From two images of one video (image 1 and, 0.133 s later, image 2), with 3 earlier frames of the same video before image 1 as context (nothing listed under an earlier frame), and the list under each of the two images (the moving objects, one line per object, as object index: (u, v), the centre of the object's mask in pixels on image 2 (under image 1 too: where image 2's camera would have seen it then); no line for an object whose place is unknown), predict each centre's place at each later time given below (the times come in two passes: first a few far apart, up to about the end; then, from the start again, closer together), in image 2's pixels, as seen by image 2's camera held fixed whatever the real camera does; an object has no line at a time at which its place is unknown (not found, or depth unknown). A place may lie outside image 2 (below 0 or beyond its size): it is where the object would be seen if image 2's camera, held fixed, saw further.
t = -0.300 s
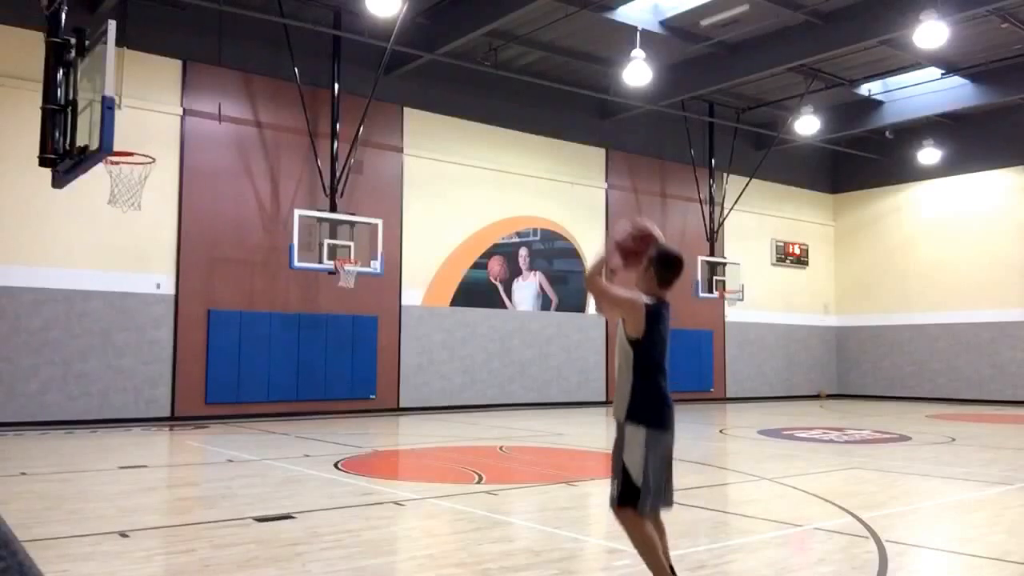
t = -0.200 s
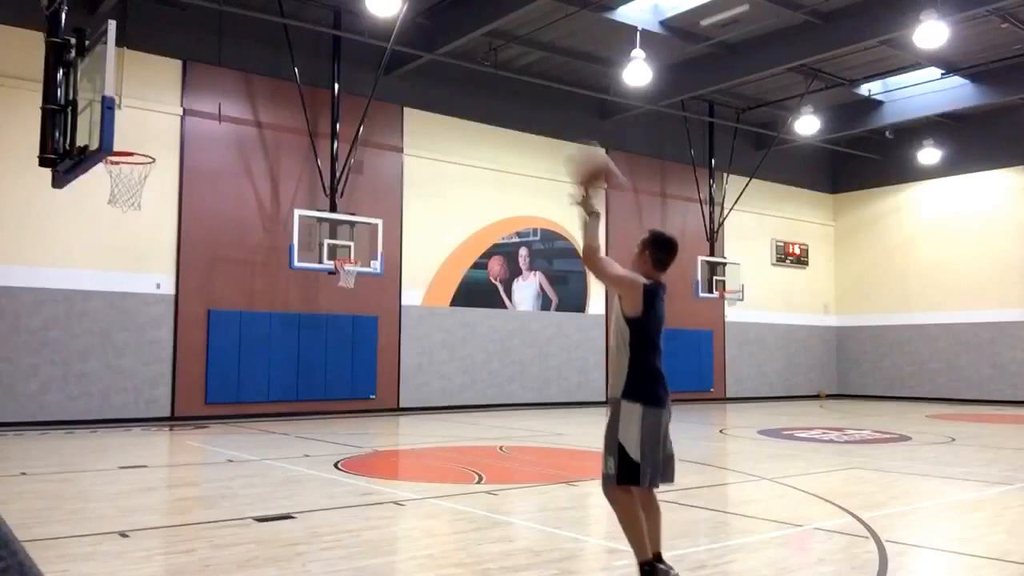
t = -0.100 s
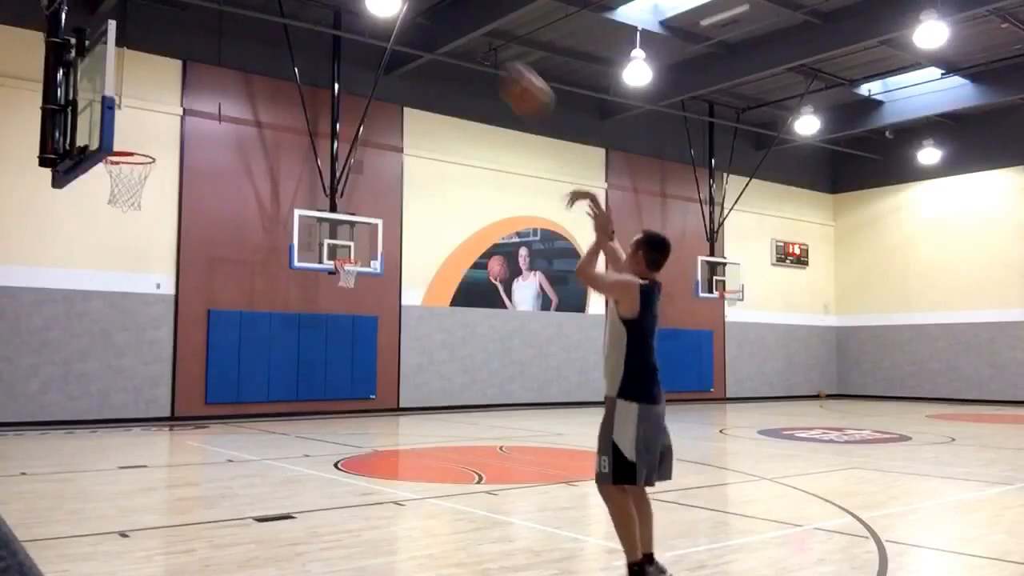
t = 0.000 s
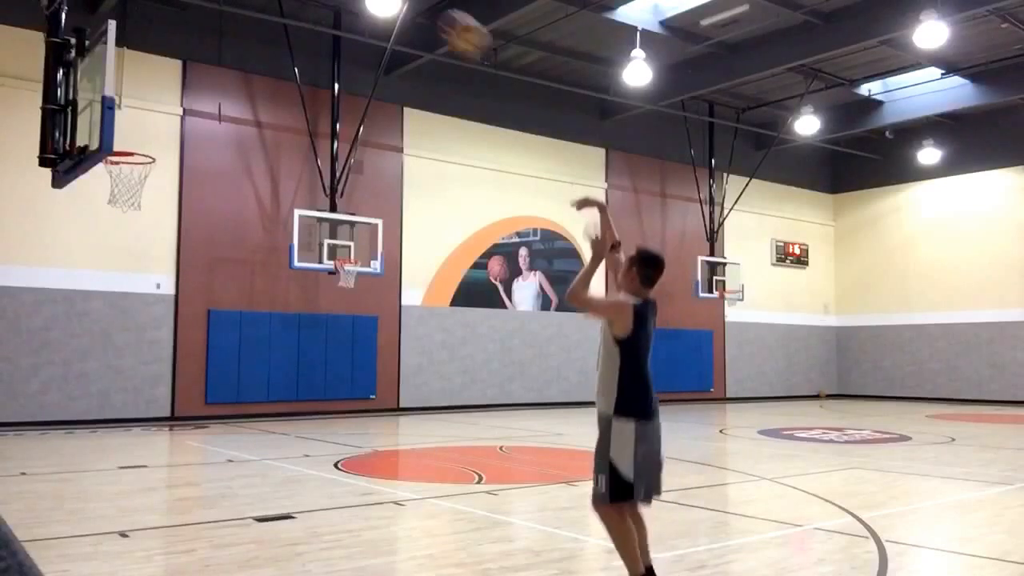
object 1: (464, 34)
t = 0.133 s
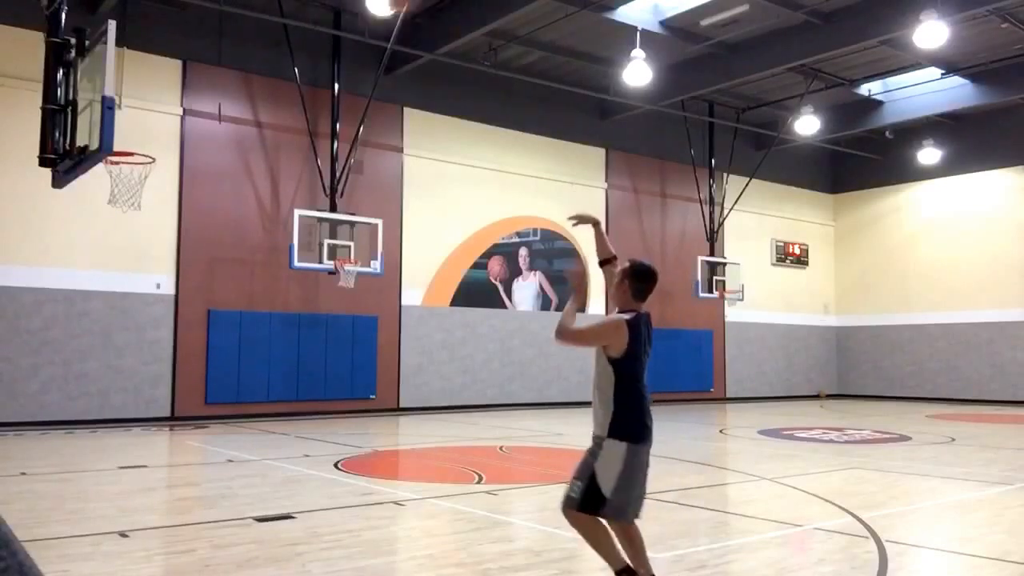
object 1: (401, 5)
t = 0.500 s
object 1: (253, 17)
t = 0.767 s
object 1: (172, 114)
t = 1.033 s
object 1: (149, 130)
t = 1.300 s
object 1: (138, 164)
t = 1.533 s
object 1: (130, 242)
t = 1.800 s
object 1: (117, 381)
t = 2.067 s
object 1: (113, 385)
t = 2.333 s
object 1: (112, 315)
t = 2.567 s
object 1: (110, 301)
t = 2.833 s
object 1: (107, 337)
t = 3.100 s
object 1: (101, 420)
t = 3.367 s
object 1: (99, 384)
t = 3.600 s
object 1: (97, 362)
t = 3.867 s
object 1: (93, 382)
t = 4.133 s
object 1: (89, 419)
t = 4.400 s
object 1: (87, 389)
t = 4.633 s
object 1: (85, 399)
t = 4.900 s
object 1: (82, 411)
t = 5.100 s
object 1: (82, 401)
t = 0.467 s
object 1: (262, 12)
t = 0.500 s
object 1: (253, 17)
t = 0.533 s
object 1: (241, 27)
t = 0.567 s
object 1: (232, 36)
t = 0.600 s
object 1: (221, 47)
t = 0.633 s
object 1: (212, 58)
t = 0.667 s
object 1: (203, 70)
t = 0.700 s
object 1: (192, 83)
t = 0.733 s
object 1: (182, 98)
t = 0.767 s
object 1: (172, 114)
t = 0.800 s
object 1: (163, 130)
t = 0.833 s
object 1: (156, 146)
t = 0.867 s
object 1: (155, 142)
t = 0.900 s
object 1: (153, 138)
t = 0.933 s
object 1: (152, 134)
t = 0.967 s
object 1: (151, 131)
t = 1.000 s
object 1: (150, 130)
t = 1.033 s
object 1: (149, 130)
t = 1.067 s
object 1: (148, 131)
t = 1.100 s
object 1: (147, 132)
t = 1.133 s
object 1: (146, 135)
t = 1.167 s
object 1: (145, 139)
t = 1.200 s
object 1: (144, 142)
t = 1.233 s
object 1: (143, 147)
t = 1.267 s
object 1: (141, 156)
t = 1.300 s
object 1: (138, 164)
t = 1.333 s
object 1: (138, 172)
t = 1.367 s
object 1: (137, 181)
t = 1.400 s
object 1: (135, 192)
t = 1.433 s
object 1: (133, 205)
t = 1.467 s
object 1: (133, 215)
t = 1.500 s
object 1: (131, 228)
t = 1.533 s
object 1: (130, 242)
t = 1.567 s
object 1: (129, 257)
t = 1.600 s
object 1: (127, 271)
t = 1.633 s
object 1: (124, 290)
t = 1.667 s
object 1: (123, 307)
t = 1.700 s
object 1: (122, 323)
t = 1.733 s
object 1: (120, 343)
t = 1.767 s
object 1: (119, 363)
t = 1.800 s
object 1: (117, 381)
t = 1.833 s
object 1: (116, 401)
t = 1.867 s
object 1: (114, 423)
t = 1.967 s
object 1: (112, 433)
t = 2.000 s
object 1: (112, 415)
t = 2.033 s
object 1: (112, 402)
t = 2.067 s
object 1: (113, 385)
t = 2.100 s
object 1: (111, 373)
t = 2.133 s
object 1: (111, 361)
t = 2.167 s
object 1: (112, 350)
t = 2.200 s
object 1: (112, 341)
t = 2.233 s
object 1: (112, 332)
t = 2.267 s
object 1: (112, 325)
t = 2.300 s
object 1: (111, 318)
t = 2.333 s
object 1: (112, 315)
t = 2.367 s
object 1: (111, 310)
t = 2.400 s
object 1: (112, 306)
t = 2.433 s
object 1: (111, 304)
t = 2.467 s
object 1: (111, 302)
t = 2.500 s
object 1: (111, 301)
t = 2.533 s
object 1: (110, 300)
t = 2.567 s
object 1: (110, 301)
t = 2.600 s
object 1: (110, 303)
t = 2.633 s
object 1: (109, 305)
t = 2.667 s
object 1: (109, 308)
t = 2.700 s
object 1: (109, 313)
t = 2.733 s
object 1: (108, 317)
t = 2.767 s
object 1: (107, 322)
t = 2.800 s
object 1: (107, 329)
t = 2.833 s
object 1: (107, 337)
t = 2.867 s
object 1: (107, 345)
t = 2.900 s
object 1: (105, 354)
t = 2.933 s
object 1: (105, 364)
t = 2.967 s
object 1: (104, 374)
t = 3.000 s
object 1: (103, 384)
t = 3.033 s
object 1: (102, 395)
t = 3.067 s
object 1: (102, 409)
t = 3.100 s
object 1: (101, 420)
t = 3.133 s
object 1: (100, 434)
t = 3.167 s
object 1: (100, 433)
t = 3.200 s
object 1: (100, 422)
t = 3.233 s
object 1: (99, 413)
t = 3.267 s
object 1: (98, 403)
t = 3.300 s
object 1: (99, 396)
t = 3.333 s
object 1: (98, 390)
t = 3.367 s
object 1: (99, 384)
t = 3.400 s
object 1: (99, 378)
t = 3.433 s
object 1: (99, 373)
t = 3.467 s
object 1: (99, 369)
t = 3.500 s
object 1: (99, 366)
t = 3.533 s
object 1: (98, 363)
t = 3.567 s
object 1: (97, 362)
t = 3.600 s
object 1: (97, 362)
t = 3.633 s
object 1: (97, 361)
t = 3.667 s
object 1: (97, 362)
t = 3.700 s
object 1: (96, 364)
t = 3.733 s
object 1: (96, 366)
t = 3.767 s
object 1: (95, 369)
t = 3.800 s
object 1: (94, 371)
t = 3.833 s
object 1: (93, 377)
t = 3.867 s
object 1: (93, 382)
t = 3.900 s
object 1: (92, 388)
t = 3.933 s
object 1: (92, 394)
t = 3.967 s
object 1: (91, 402)
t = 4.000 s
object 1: (91, 410)
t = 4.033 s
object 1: (90, 417)
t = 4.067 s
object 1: (88, 427)
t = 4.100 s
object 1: (89, 427)
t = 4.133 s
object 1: (89, 419)
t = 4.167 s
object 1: (88, 413)
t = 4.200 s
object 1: (88, 407)
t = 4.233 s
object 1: (89, 402)
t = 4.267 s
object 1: (88, 398)
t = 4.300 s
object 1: (88, 395)
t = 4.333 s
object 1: (88, 392)
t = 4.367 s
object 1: (87, 390)
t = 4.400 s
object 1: (87, 389)
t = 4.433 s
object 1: (87, 388)
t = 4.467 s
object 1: (87, 388)
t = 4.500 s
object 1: (88, 389)
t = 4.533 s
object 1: (87, 390)
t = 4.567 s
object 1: (87, 392)
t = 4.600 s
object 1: (86, 396)
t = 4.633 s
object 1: (85, 399)
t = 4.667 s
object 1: (85, 403)
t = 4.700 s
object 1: (85, 407)
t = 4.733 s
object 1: (84, 414)
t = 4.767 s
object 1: (84, 418)
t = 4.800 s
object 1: (84, 424)
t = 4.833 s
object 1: (83, 420)
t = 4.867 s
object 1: (82, 415)
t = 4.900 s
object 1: (82, 411)
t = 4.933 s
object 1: (82, 408)
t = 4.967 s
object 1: (82, 405)
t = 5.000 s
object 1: (82, 403)
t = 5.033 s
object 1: (82, 402)
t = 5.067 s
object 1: (82, 401)
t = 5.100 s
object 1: (82, 401)
